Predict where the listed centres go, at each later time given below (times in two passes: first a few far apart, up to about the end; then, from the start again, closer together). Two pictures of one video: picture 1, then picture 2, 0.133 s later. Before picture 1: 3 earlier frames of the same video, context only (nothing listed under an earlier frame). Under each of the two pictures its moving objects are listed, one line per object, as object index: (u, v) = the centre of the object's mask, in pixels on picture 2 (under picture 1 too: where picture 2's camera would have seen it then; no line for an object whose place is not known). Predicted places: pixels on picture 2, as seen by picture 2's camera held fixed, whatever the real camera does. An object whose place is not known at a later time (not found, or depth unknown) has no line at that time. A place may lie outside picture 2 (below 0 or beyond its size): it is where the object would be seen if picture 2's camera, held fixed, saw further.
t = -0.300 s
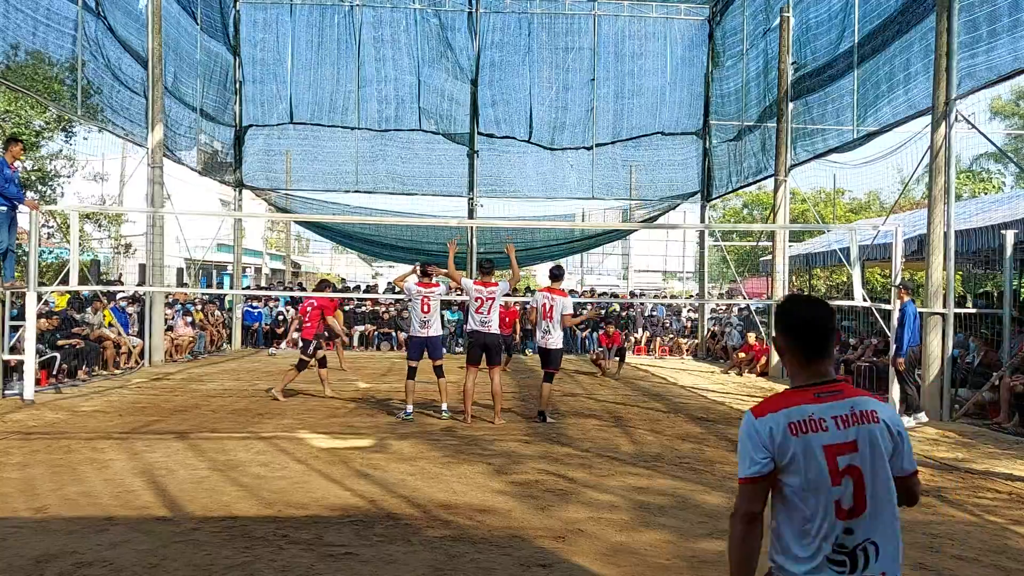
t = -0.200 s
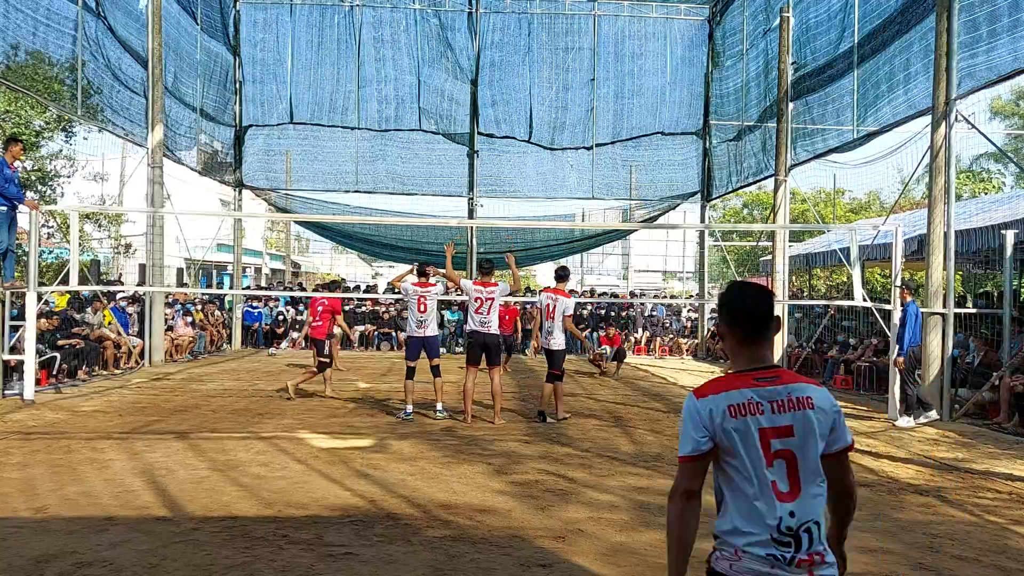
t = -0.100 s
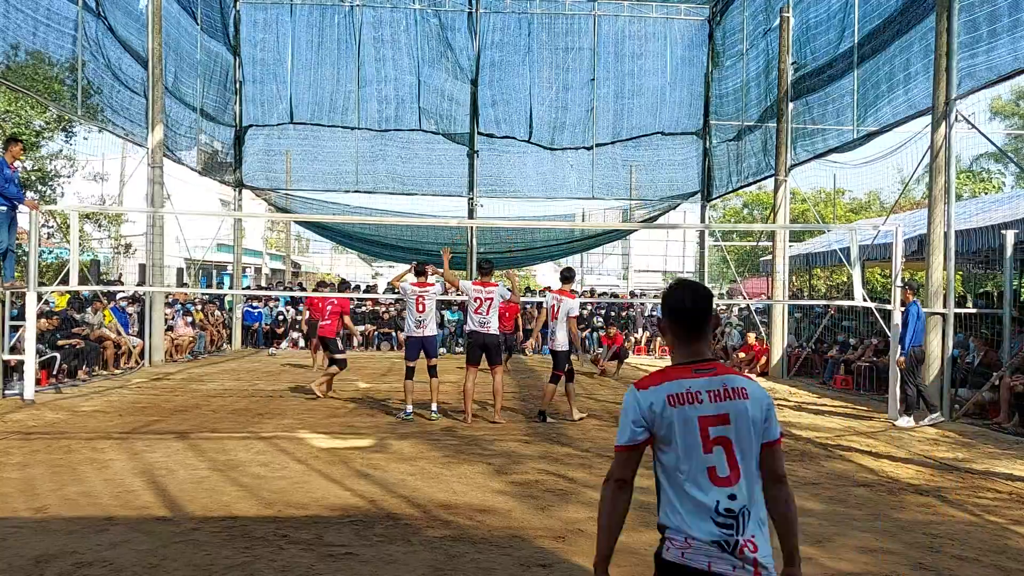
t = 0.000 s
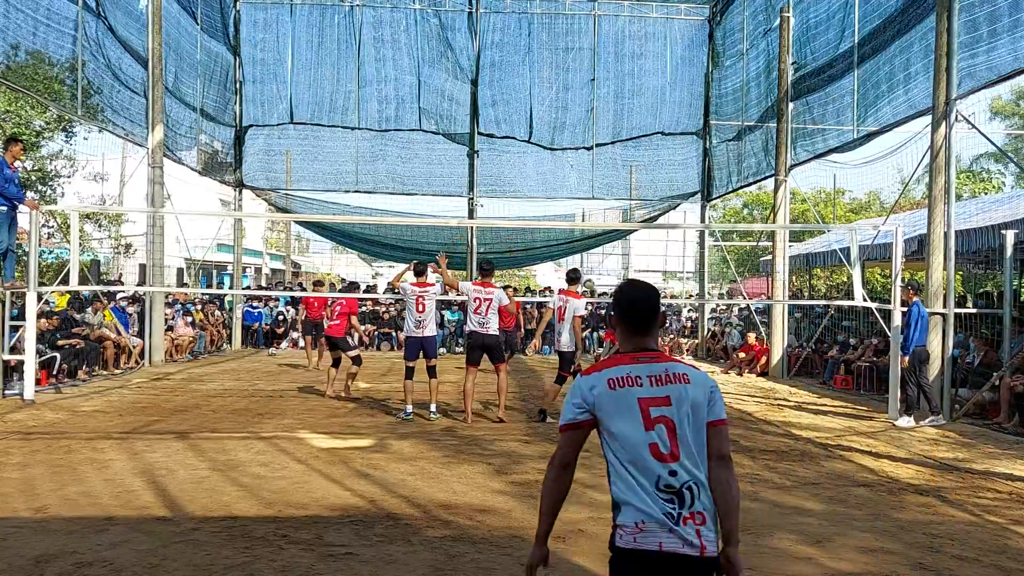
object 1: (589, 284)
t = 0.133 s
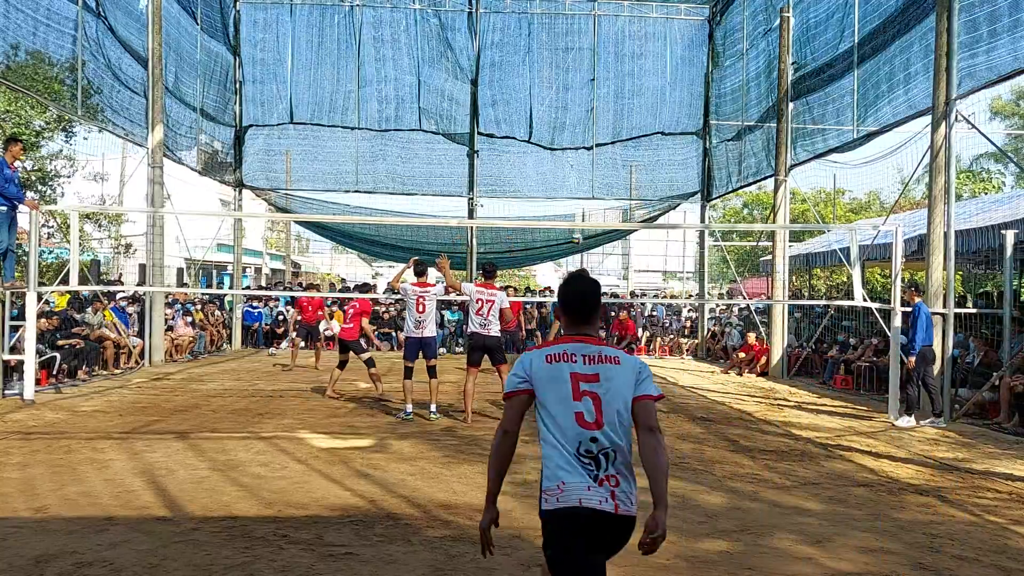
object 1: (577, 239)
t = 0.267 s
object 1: (563, 204)
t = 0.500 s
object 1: (540, 161)
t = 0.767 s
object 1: (509, 148)
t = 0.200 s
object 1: (570, 218)
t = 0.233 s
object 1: (567, 212)
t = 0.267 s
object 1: (563, 204)
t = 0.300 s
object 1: (560, 195)
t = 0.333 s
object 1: (558, 189)
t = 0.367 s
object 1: (554, 182)
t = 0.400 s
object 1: (551, 176)
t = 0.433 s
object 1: (547, 170)
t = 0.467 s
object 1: (543, 165)
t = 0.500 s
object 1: (540, 161)
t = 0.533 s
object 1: (536, 157)
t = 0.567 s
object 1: (532, 154)
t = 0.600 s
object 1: (528, 151)
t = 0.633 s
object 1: (525, 149)
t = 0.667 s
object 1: (521, 148)
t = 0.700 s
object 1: (517, 148)
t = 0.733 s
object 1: (513, 147)
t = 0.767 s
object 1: (509, 148)
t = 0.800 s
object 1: (505, 149)
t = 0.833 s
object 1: (501, 151)
